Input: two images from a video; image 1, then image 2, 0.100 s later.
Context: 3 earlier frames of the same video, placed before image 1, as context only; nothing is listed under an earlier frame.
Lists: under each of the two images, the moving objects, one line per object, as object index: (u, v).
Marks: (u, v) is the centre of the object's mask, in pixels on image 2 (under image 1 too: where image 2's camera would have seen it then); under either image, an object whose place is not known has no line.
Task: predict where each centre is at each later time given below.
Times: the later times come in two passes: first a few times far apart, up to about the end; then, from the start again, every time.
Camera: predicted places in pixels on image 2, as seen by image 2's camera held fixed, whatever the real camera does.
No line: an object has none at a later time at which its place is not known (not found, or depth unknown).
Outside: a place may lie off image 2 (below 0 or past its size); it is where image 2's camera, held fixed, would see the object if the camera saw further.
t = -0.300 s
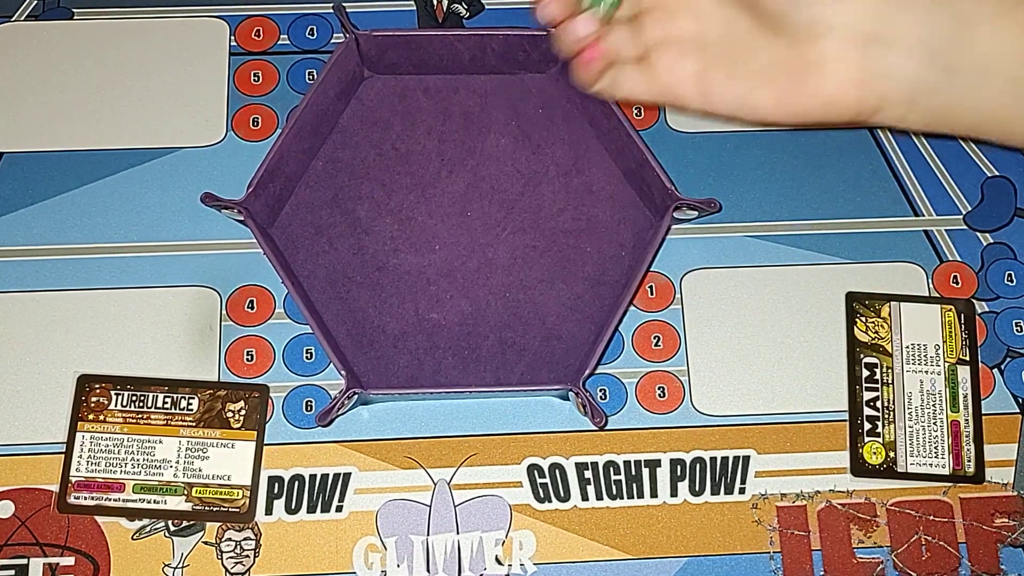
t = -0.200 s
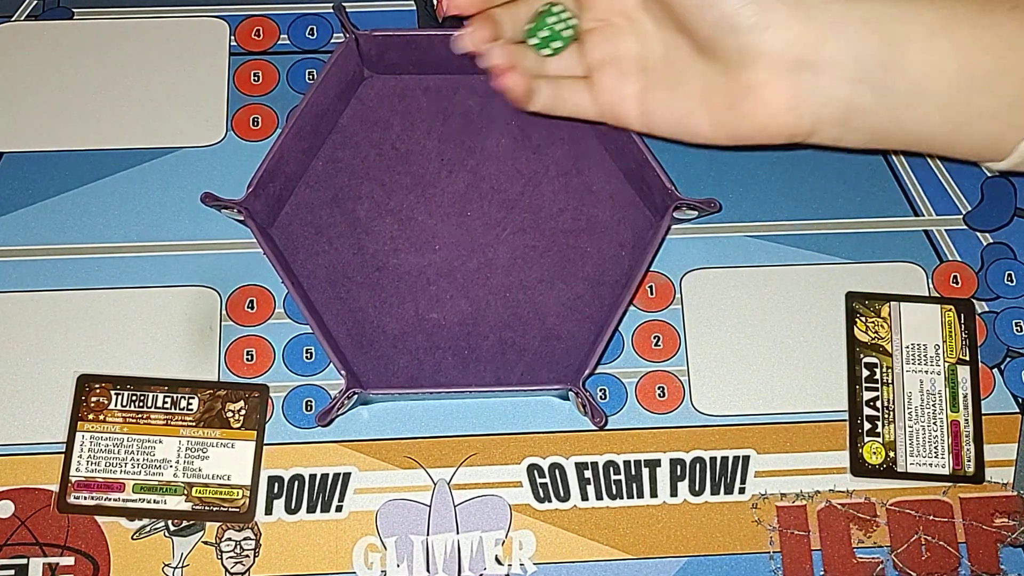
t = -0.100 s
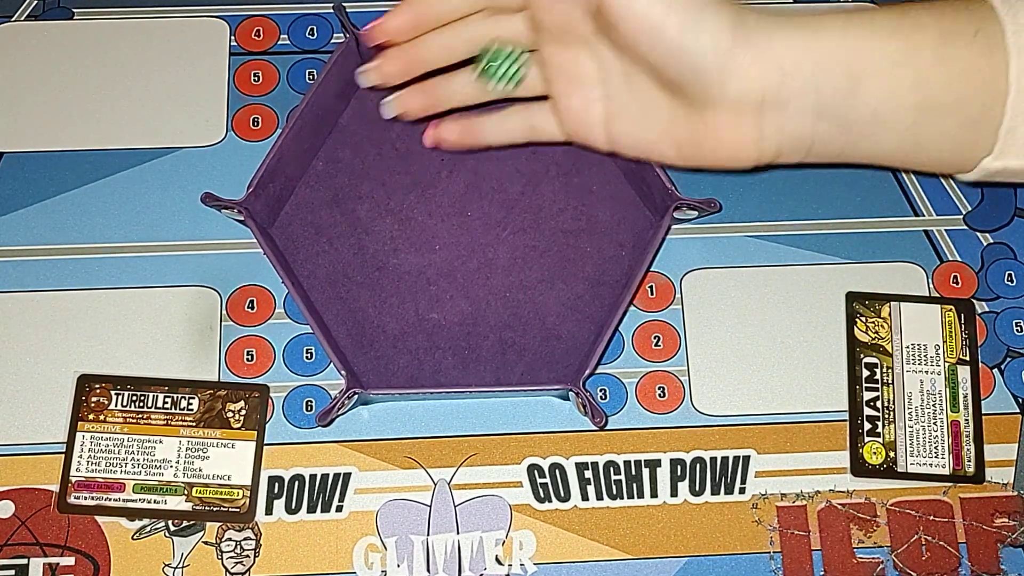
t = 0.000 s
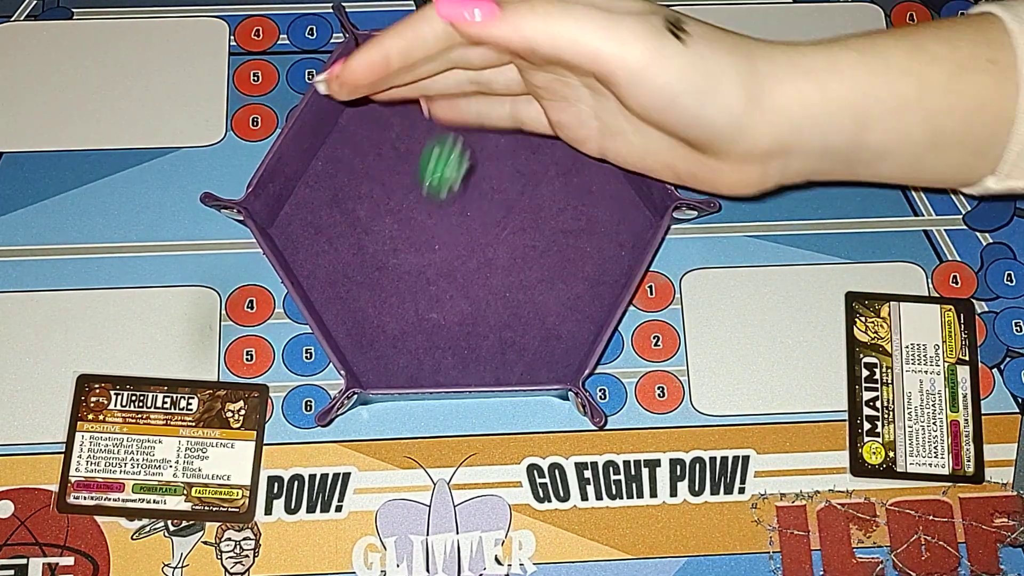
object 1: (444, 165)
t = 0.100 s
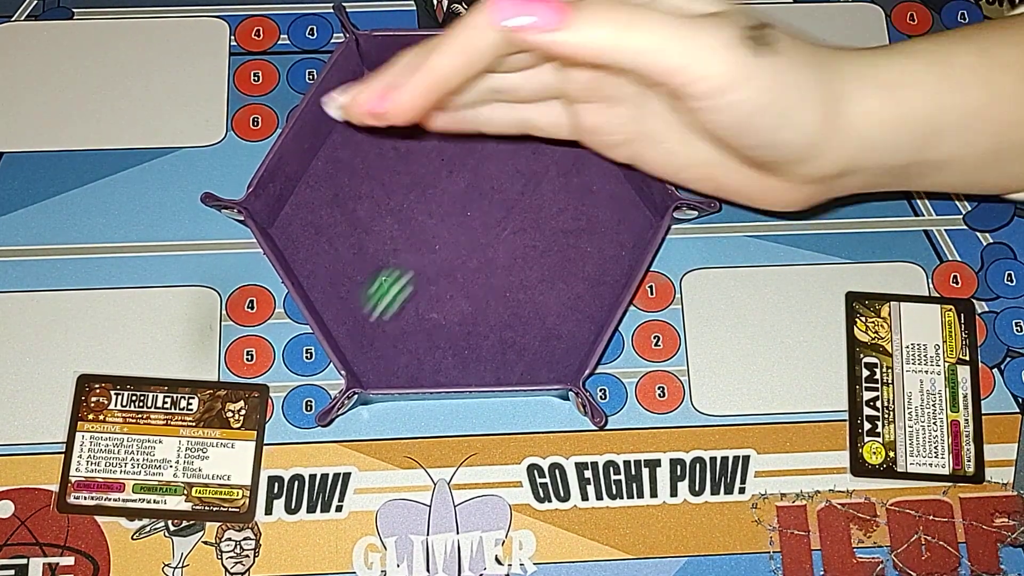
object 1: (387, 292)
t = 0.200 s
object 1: (372, 337)
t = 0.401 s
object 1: (418, 364)
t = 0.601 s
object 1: (422, 370)
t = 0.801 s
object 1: (423, 369)
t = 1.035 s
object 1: (423, 370)
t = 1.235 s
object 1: (423, 369)
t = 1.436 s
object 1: (422, 370)
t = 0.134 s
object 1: (363, 324)
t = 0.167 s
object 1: (358, 335)
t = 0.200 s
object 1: (372, 337)
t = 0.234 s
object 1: (382, 340)
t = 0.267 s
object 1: (391, 343)
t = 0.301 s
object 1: (397, 347)
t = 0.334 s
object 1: (405, 353)
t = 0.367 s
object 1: (413, 358)
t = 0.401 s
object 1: (418, 364)
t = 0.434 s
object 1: (420, 368)
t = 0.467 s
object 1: (423, 367)
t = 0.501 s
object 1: (423, 369)
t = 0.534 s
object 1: (422, 370)
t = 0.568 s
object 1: (422, 370)
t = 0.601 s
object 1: (422, 370)
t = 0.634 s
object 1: (423, 369)
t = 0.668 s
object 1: (422, 369)
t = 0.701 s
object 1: (422, 370)
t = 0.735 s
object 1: (422, 370)
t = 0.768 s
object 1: (423, 370)
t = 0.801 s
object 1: (423, 369)
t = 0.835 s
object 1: (423, 370)
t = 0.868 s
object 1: (423, 370)
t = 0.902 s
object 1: (422, 369)
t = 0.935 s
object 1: (422, 369)
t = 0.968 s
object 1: (423, 369)
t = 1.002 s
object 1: (423, 370)
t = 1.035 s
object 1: (423, 370)
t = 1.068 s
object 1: (423, 370)
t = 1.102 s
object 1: (423, 369)
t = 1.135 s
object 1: (423, 370)
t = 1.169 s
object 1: (423, 370)
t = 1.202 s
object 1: (423, 370)
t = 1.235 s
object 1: (423, 369)
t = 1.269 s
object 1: (422, 369)
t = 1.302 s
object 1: (423, 370)
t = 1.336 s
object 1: (422, 370)
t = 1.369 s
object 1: (422, 370)
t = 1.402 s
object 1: (422, 370)
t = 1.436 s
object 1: (422, 370)
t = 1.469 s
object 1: (423, 369)
